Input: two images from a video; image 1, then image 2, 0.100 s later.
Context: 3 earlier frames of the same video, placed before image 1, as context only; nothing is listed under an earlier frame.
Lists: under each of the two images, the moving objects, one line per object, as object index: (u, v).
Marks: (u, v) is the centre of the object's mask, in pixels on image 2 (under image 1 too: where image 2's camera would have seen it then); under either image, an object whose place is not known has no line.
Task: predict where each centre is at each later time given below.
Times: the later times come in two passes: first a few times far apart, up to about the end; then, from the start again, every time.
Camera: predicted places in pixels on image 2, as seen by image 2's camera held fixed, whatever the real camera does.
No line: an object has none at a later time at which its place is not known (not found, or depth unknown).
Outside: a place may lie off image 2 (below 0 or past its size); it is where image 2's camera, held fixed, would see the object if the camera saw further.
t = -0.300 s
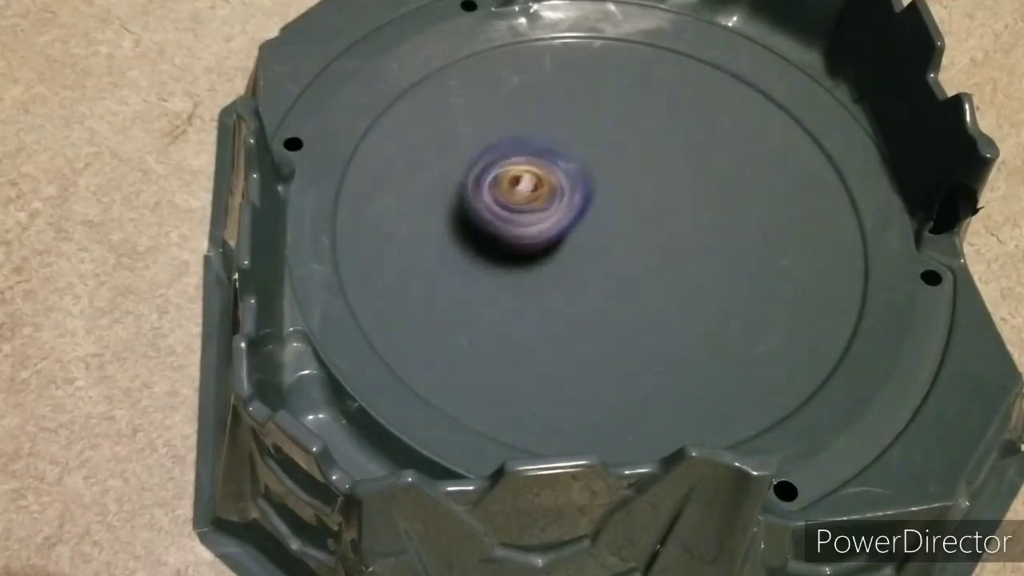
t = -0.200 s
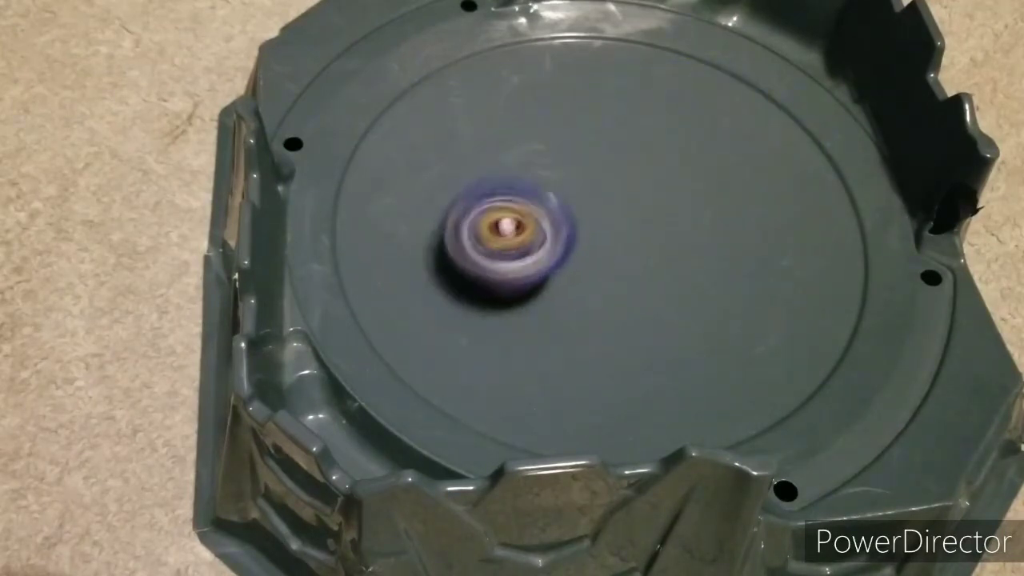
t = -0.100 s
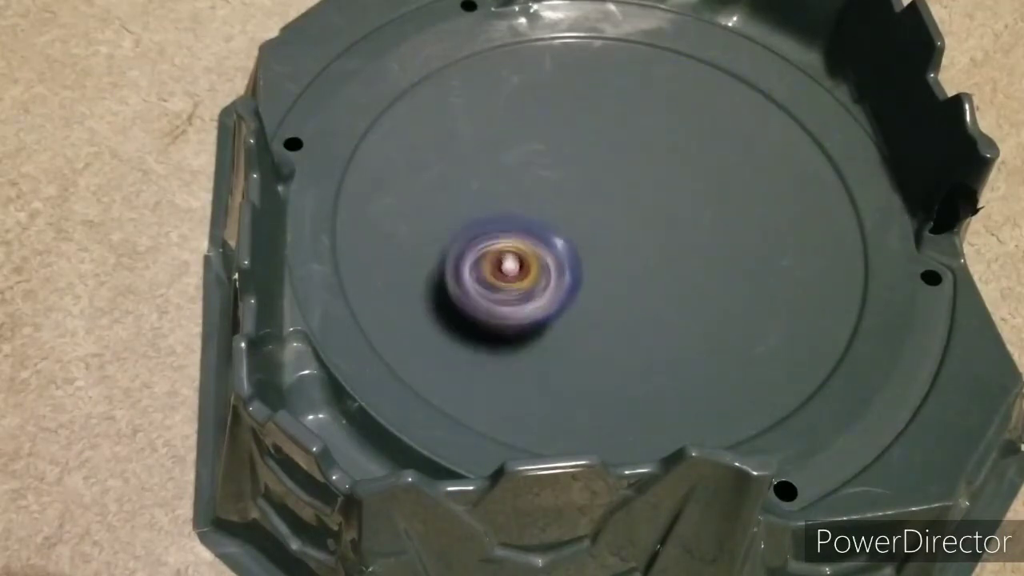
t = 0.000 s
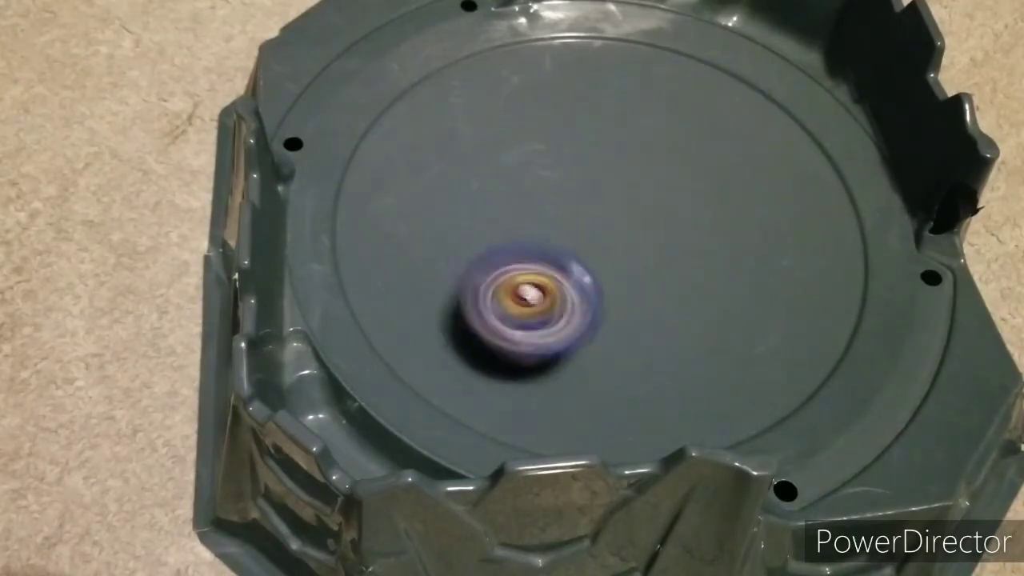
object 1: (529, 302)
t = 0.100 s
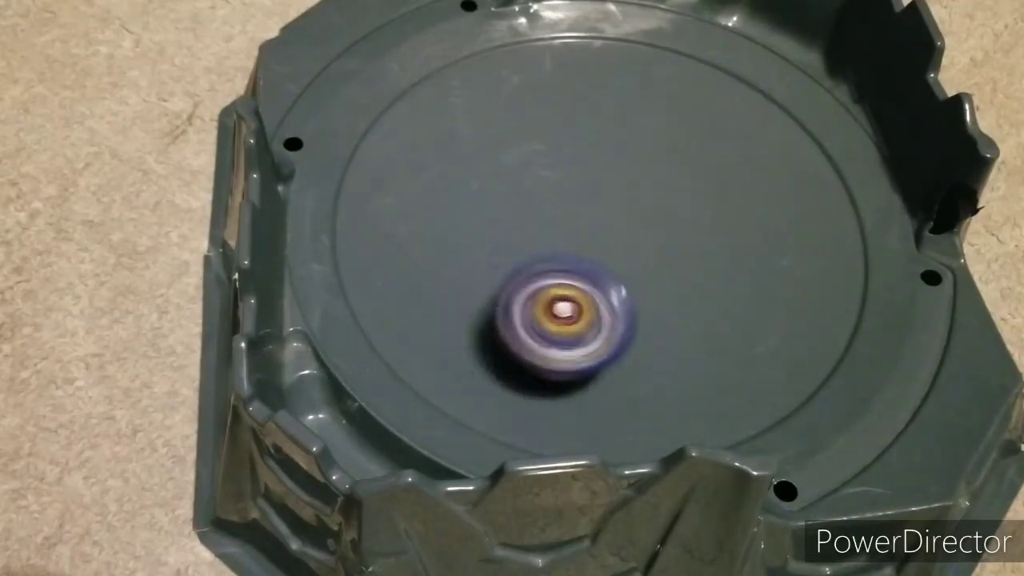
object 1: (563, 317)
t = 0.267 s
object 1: (624, 302)
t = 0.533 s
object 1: (675, 192)
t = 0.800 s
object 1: (624, 96)
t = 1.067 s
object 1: (549, 99)
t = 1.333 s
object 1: (540, 194)
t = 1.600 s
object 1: (622, 285)
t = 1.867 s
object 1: (705, 287)
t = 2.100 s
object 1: (698, 227)
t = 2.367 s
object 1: (608, 151)
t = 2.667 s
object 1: (511, 132)
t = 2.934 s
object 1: (513, 177)
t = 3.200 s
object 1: (602, 231)
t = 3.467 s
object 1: (702, 236)
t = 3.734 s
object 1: (714, 204)
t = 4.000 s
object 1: (631, 176)
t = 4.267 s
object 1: (533, 175)
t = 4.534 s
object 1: (504, 198)
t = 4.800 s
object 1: (563, 221)
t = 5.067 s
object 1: (660, 209)
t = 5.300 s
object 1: (700, 183)
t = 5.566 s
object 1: (665, 166)
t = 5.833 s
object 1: (584, 184)
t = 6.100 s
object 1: (528, 213)
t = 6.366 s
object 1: (542, 233)
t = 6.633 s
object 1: (610, 216)
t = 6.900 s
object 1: (665, 174)
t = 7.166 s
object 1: (659, 151)
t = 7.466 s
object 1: (602, 178)
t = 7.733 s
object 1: (560, 223)
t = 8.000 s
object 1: (560, 246)
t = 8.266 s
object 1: (601, 226)
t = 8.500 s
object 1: (638, 186)
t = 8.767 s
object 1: (649, 152)
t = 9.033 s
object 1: (624, 161)
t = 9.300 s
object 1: (588, 198)
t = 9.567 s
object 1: (565, 234)
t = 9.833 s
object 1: (579, 240)
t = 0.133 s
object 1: (575, 318)
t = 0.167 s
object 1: (587, 319)
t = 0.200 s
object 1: (600, 315)
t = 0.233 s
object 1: (611, 310)
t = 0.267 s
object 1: (624, 302)
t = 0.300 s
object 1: (637, 291)
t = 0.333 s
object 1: (648, 280)
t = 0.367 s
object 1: (657, 268)
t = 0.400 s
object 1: (664, 254)
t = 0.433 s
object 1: (670, 240)
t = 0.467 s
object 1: (674, 224)
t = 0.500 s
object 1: (675, 208)
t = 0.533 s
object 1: (675, 192)
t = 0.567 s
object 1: (673, 176)
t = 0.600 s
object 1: (670, 161)
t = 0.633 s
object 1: (665, 146)
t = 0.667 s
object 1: (659, 134)
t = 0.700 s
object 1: (651, 122)
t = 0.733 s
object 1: (643, 112)
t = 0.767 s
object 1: (633, 103)
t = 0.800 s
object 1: (624, 96)
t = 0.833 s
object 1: (613, 91)
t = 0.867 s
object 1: (602, 88)
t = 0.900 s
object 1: (593, 86)
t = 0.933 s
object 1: (583, 86)
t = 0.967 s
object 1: (574, 86)
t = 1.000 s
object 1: (565, 89)
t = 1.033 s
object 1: (556, 93)
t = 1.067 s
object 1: (549, 99)
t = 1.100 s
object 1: (543, 109)
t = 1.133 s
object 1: (538, 118)
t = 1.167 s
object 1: (534, 128)
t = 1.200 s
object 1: (532, 140)
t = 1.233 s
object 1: (531, 152)
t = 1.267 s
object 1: (533, 166)
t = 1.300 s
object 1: (535, 180)
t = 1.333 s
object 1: (540, 194)
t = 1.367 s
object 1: (545, 207)
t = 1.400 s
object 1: (552, 221)
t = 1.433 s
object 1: (562, 236)
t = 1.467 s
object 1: (573, 247)
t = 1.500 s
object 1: (585, 259)
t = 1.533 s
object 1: (594, 269)
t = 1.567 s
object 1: (608, 277)
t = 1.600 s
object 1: (622, 285)
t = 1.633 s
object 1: (636, 291)
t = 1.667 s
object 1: (649, 295)
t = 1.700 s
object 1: (660, 298)
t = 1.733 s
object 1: (672, 298)
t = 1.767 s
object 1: (683, 296)
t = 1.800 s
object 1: (692, 295)
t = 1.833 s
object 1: (701, 292)
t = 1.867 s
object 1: (705, 287)
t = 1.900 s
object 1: (710, 281)
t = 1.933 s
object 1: (712, 274)
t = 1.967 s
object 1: (713, 266)
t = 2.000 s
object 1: (713, 257)
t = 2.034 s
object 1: (709, 247)
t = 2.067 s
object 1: (705, 237)
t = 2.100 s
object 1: (698, 227)
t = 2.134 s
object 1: (692, 216)
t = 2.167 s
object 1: (683, 206)
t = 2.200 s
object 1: (672, 196)
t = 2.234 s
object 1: (659, 185)
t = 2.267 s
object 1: (648, 176)
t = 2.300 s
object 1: (636, 168)
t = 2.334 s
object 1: (622, 159)
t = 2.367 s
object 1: (608, 151)
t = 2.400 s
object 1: (594, 145)
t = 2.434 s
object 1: (580, 140)
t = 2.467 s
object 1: (568, 136)
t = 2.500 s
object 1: (556, 133)
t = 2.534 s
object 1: (544, 130)
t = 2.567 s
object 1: (533, 130)
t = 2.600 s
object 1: (524, 130)
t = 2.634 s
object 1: (518, 131)
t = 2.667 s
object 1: (511, 132)
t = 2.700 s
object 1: (505, 135)
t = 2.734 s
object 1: (500, 140)
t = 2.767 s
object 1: (499, 145)
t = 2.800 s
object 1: (499, 149)
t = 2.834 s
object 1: (499, 156)
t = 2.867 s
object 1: (501, 163)
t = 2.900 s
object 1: (506, 169)
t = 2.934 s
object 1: (513, 177)
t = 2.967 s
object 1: (517, 185)
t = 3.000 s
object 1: (526, 193)
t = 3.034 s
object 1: (537, 200)
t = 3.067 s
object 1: (547, 207)
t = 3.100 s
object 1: (557, 213)
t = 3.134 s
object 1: (572, 220)
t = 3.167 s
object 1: (589, 227)
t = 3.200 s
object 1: (602, 231)
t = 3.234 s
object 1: (613, 234)
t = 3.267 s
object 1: (629, 236)
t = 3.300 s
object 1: (645, 239)
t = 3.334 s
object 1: (658, 241)
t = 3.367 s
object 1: (667, 241)
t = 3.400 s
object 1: (681, 240)
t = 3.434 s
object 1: (693, 239)
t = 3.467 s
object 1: (702, 236)
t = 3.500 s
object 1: (709, 234)
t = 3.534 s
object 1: (715, 231)
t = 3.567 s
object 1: (720, 227)
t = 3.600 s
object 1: (723, 223)
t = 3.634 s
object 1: (723, 218)
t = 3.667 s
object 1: (721, 213)
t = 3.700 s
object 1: (719, 209)
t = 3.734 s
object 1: (714, 204)
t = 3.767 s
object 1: (706, 199)
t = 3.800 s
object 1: (700, 195)
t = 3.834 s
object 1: (691, 192)
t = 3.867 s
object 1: (680, 188)
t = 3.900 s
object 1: (669, 184)
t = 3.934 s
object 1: (657, 181)
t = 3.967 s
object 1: (645, 178)
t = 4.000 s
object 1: (631, 176)
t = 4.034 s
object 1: (617, 174)
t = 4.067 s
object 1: (604, 173)
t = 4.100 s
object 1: (592, 171)
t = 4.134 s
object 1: (578, 171)
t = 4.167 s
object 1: (566, 171)
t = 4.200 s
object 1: (555, 172)
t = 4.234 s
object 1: (544, 172)
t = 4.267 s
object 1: (533, 175)
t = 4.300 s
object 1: (524, 177)
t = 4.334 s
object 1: (517, 178)
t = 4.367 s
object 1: (512, 181)
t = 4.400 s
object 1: (507, 185)
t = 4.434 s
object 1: (504, 188)
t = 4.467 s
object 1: (502, 190)
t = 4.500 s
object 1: (502, 195)
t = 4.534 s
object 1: (504, 198)
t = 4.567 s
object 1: (508, 202)
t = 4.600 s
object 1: (510, 205)
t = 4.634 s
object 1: (518, 209)
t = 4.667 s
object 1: (525, 212)
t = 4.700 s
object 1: (531, 215)
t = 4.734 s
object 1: (541, 217)
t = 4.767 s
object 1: (553, 220)
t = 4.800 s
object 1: (563, 221)
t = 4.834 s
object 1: (575, 222)
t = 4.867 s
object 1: (590, 222)
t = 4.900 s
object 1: (603, 221)
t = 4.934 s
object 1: (612, 220)
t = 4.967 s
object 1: (626, 218)
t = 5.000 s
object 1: (638, 215)
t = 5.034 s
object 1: (648, 212)
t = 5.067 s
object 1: (660, 209)
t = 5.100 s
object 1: (670, 205)
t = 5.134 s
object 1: (678, 200)
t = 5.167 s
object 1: (684, 198)
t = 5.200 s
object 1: (691, 194)
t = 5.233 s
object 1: (696, 189)
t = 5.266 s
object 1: (699, 186)
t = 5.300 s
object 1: (700, 183)
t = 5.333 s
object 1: (701, 179)
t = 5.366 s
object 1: (700, 175)
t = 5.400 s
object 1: (697, 173)
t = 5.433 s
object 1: (693, 170)
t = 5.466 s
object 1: (687, 168)
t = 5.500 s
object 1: (680, 167)
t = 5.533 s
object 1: (674, 167)
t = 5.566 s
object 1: (665, 166)
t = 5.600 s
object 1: (656, 167)
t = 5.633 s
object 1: (647, 168)
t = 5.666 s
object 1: (636, 170)
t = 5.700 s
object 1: (626, 172)
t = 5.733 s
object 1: (616, 175)
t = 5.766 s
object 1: (605, 177)
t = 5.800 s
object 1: (594, 181)
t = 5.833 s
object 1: (584, 184)
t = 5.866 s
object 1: (575, 188)
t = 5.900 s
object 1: (565, 192)
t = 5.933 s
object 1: (557, 196)
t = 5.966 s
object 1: (550, 200)
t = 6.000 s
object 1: (542, 204)
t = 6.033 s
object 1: (538, 207)
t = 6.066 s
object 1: (533, 210)
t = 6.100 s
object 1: (528, 213)
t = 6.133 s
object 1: (526, 216)
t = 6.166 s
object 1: (525, 221)
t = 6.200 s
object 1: (524, 225)
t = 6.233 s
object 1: (526, 228)
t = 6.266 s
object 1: (527, 230)
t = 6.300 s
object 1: (532, 232)
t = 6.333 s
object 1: (538, 234)
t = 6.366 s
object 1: (542, 233)
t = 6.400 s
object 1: (550, 234)
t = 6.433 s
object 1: (557, 233)
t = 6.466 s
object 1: (564, 232)
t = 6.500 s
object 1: (574, 230)
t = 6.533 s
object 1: (582, 227)
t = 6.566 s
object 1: (591, 224)
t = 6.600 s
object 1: (601, 220)
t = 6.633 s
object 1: (610, 216)
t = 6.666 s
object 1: (618, 211)
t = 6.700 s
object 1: (628, 206)
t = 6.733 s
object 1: (636, 200)
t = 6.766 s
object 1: (643, 195)
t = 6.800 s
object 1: (651, 190)
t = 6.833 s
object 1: (656, 184)
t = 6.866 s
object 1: (661, 179)
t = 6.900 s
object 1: (665, 174)
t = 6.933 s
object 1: (668, 169)
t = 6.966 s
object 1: (671, 165)
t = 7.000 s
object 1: (672, 161)
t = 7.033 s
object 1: (671, 157)
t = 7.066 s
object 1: (670, 155)
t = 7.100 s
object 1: (668, 151)
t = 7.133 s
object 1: (663, 151)
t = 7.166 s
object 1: (659, 151)
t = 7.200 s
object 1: (654, 151)
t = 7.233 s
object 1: (648, 153)
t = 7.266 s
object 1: (643, 156)
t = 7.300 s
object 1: (636, 158)
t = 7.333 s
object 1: (629, 162)
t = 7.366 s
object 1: (623, 165)
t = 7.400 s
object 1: (615, 169)
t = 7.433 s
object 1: (608, 174)
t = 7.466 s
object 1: (602, 178)
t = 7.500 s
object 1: (595, 185)
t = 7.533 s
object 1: (589, 190)
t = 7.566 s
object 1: (582, 196)
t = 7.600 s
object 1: (576, 202)
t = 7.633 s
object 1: (572, 207)
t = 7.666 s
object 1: (566, 213)
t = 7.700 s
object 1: (562, 219)
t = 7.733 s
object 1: (560, 223)
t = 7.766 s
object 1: (557, 228)
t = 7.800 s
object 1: (556, 232)
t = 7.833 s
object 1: (554, 235)
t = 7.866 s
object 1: (553, 239)
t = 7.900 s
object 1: (554, 241)
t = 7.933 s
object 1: (555, 244)
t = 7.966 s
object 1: (558, 245)
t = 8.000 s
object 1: (560, 246)
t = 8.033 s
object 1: (564, 247)
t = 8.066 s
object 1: (569, 246)
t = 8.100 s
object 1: (574, 244)
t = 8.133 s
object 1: (579, 242)
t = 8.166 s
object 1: (584, 239)
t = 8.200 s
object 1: (589, 237)
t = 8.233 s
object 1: (595, 232)
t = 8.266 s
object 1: (601, 226)
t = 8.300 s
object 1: (608, 223)
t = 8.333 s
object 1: (614, 216)
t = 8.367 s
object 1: (619, 211)
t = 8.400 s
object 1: (625, 205)
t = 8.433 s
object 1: (629, 198)
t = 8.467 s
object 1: (633, 193)
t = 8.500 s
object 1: (638, 186)
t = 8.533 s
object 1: (641, 180)
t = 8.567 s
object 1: (645, 175)
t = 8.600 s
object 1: (646, 170)
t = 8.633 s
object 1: (648, 166)
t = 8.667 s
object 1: (651, 161)
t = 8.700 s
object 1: (651, 158)
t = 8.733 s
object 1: (651, 156)
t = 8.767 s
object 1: (649, 152)
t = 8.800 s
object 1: (648, 151)
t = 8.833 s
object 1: (646, 150)
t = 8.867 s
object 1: (643, 150)
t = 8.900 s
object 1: (641, 151)
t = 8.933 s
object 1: (636, 152)
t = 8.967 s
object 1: (632, 154)
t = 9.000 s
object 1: (629, 157)
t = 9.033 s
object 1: (624, 161)
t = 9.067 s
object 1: (620, 164)
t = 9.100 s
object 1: (615, 168)
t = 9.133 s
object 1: (611, 172)
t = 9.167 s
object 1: (606, 176)
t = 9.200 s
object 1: (601, 183)
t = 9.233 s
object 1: (596, 187)
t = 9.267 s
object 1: (591, 193)
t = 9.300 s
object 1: (588, 198)
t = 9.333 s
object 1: (582, 203)
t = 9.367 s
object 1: (578, 210)
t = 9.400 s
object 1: (576, 214)
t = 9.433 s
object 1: (572, 219)
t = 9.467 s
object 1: (570, 224)
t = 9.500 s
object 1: (568, 228)
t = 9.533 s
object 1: (568, 231)
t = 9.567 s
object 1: (565, 234)
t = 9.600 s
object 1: (565, 237)
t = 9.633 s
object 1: (565, 239)
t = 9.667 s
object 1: (566, 241)
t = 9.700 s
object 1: (568, 242)
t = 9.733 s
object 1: (569, 243)
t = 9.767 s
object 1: (572, 243)
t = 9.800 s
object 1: (574, 242)
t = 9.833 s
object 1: (579, 240)
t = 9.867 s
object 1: (583, 238)
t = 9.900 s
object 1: (586, 237)
